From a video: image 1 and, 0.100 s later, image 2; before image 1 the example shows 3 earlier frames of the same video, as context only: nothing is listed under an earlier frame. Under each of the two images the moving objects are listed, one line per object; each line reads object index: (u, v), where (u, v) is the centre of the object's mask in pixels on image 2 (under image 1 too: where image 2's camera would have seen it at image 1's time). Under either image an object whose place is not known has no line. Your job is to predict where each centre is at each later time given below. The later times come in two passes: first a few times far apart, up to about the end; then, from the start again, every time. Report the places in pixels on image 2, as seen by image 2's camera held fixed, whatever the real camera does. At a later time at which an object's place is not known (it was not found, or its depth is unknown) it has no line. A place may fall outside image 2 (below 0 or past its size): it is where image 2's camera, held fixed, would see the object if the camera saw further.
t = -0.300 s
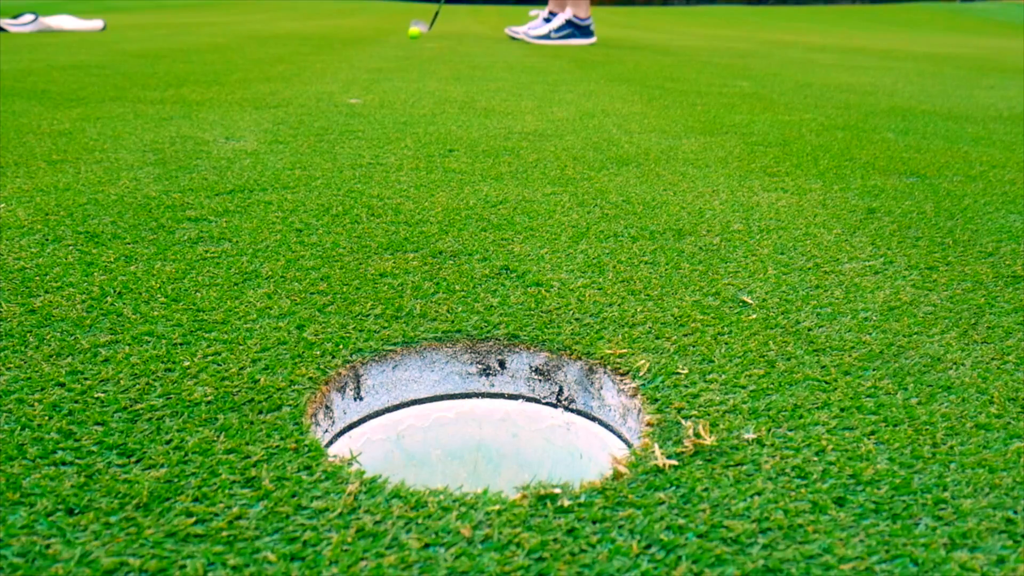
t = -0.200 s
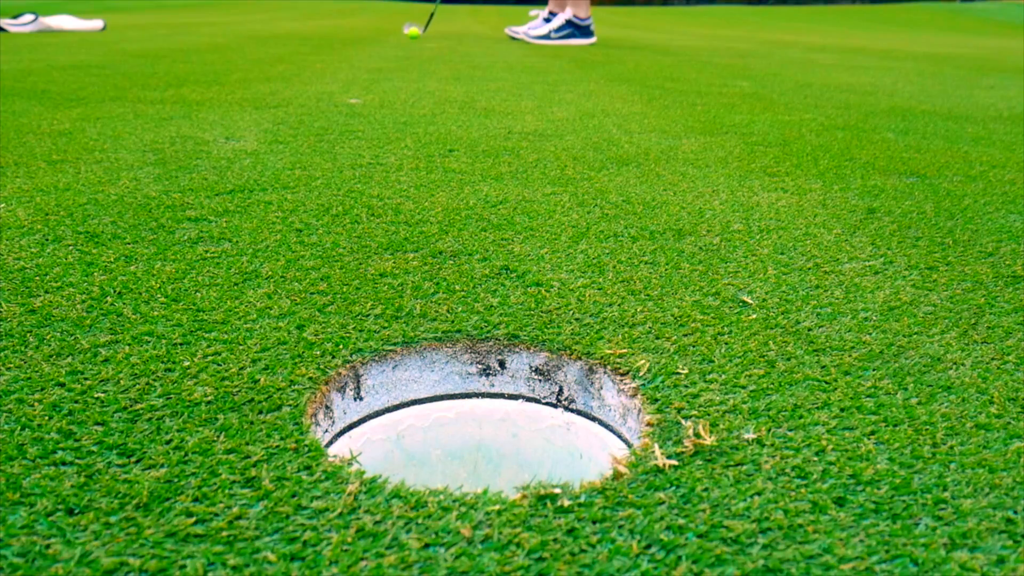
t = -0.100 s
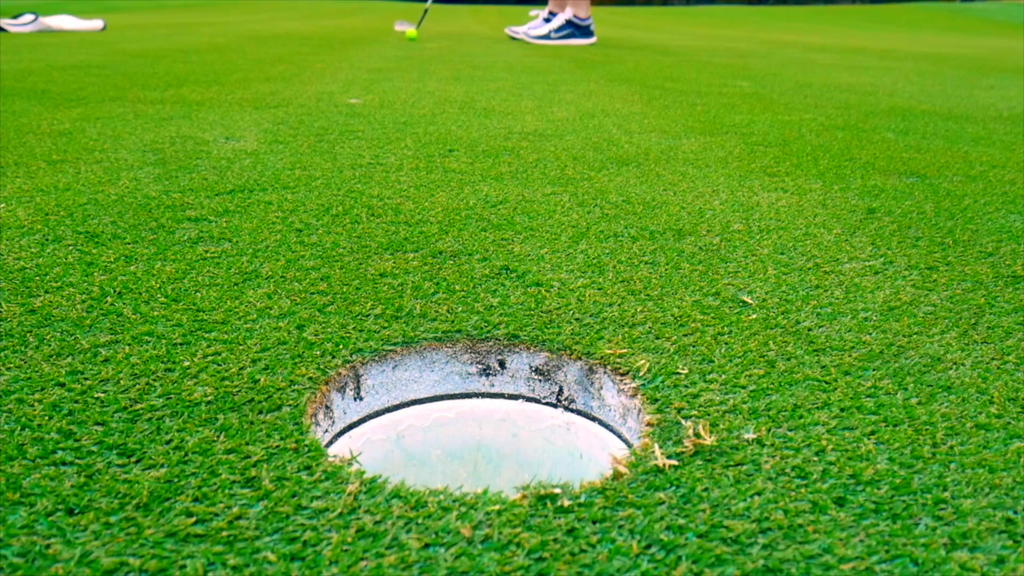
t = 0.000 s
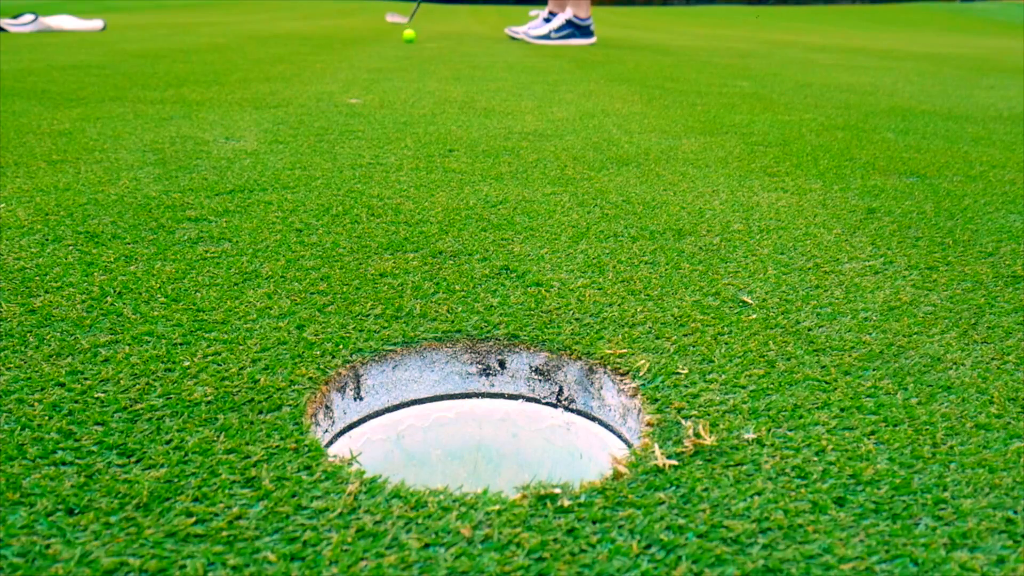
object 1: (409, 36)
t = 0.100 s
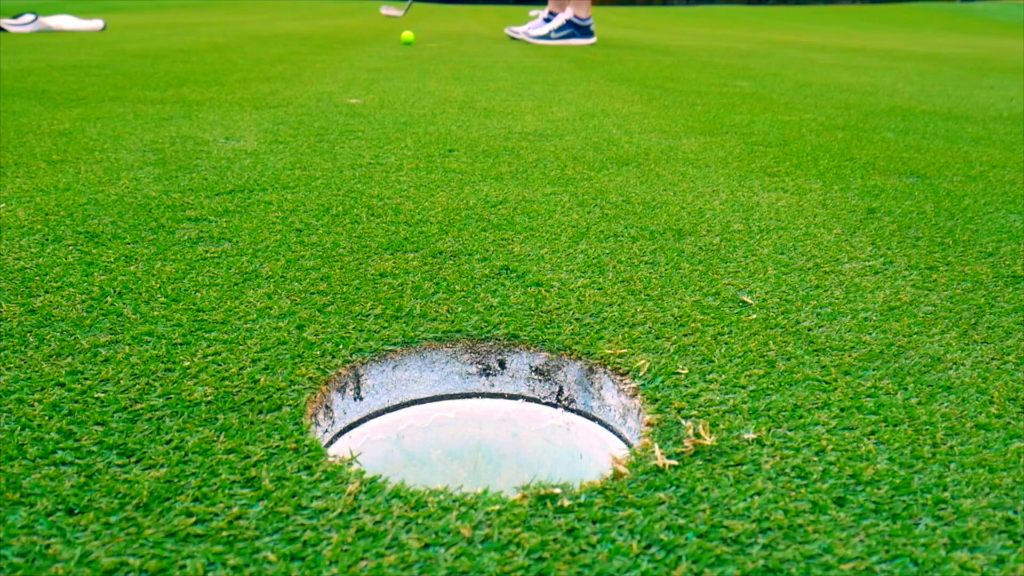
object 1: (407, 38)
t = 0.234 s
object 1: (405, 40)
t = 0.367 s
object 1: (404, 43)
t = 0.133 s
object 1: (407, 39)
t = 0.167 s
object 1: (406, 39)
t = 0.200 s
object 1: (406, 40)
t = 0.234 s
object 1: (405, 40)
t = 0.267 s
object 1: (405, 41)
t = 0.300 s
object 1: (404, 42)
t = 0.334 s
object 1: (404, 43)
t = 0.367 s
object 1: (404, 43)
